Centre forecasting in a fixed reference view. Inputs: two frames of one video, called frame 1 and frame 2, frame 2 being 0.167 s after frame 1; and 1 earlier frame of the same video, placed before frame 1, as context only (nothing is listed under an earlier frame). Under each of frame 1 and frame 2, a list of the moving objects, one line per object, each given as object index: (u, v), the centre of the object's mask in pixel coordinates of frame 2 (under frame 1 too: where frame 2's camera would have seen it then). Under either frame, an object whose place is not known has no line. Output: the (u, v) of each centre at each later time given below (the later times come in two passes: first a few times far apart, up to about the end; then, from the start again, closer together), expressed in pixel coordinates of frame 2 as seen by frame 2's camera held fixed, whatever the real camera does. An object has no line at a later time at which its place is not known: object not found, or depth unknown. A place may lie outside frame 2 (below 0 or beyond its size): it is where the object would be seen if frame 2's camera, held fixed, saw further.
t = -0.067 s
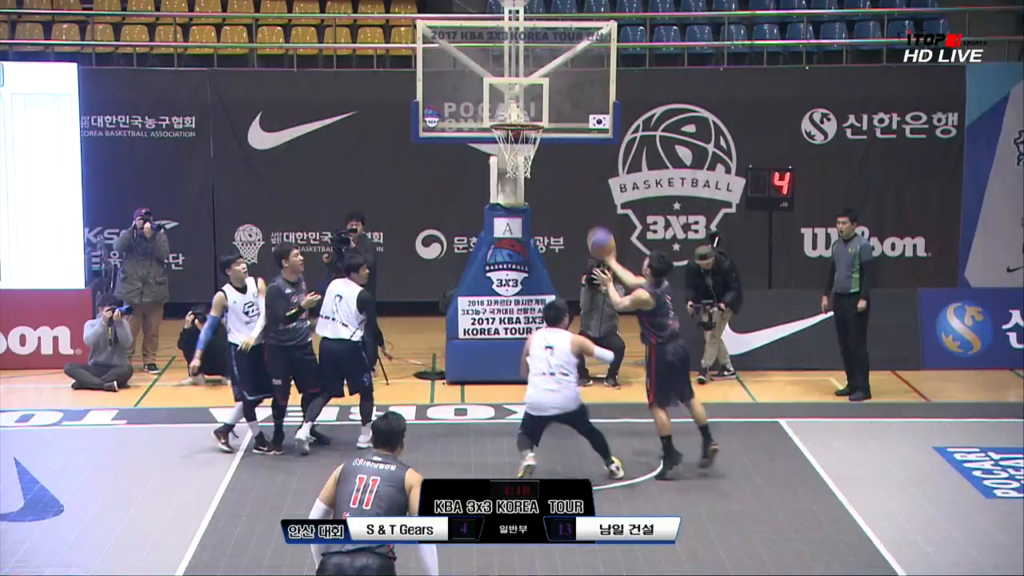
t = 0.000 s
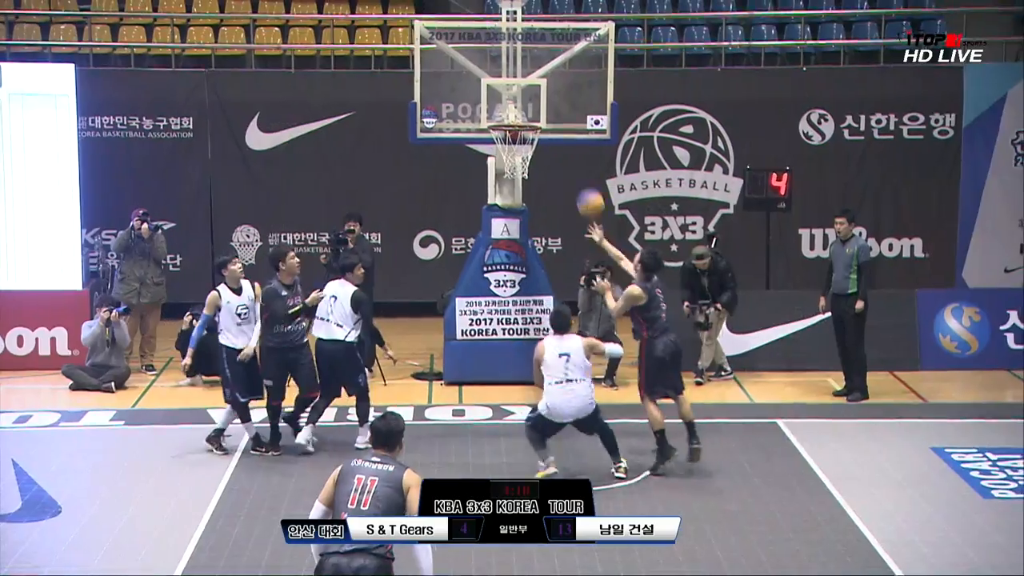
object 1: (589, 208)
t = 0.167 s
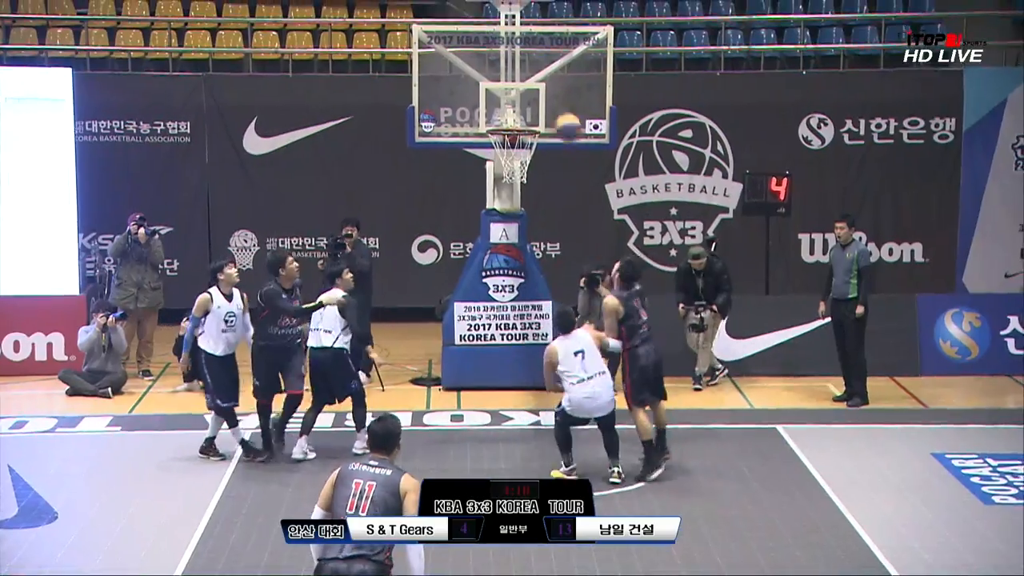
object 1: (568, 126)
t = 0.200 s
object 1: (564, 114)
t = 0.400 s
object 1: (540, 72)
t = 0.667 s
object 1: (516, 88)
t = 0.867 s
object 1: (512, 145)
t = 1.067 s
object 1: (537, 182)
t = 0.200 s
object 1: (564, 114)
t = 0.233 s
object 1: (561, 105)
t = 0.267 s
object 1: (556, 94)
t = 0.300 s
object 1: (551, 85)
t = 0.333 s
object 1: (548, 81)
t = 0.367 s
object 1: (544, 76)
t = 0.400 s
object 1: (540, 72)
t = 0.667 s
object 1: (516, 88)
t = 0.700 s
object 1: (512, 96)
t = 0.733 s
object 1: (509, 104)
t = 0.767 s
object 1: (505, 113)
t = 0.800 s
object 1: (502, 121)
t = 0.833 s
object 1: (503, 126)
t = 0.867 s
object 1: (512, 145)
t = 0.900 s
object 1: (518, 150)
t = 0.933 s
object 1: (523, 161)
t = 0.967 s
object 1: (528, 166)
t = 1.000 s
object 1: (531, 170)
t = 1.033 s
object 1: (534, 176)
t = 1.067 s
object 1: (537, 182)
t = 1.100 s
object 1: (540, 189)
